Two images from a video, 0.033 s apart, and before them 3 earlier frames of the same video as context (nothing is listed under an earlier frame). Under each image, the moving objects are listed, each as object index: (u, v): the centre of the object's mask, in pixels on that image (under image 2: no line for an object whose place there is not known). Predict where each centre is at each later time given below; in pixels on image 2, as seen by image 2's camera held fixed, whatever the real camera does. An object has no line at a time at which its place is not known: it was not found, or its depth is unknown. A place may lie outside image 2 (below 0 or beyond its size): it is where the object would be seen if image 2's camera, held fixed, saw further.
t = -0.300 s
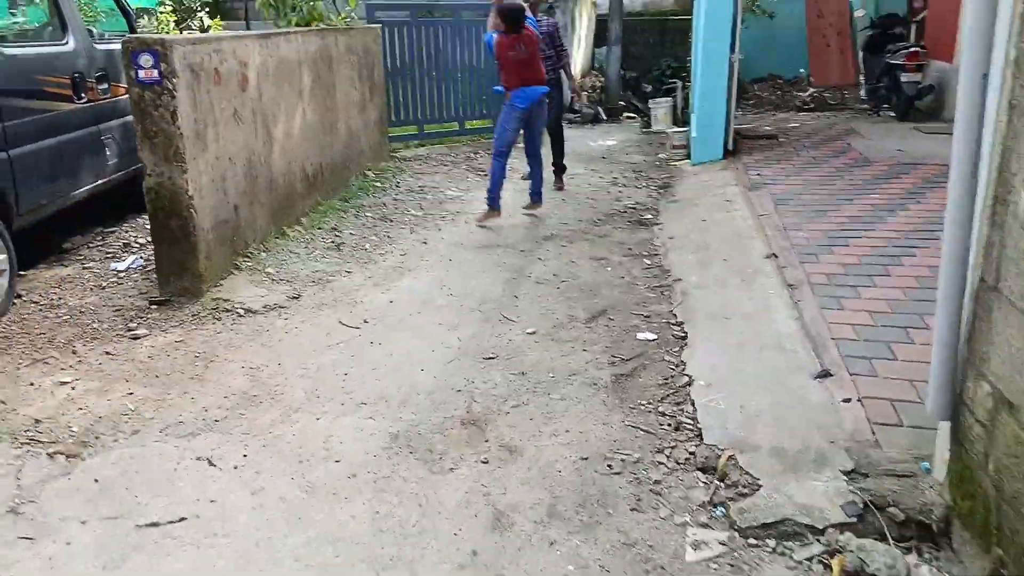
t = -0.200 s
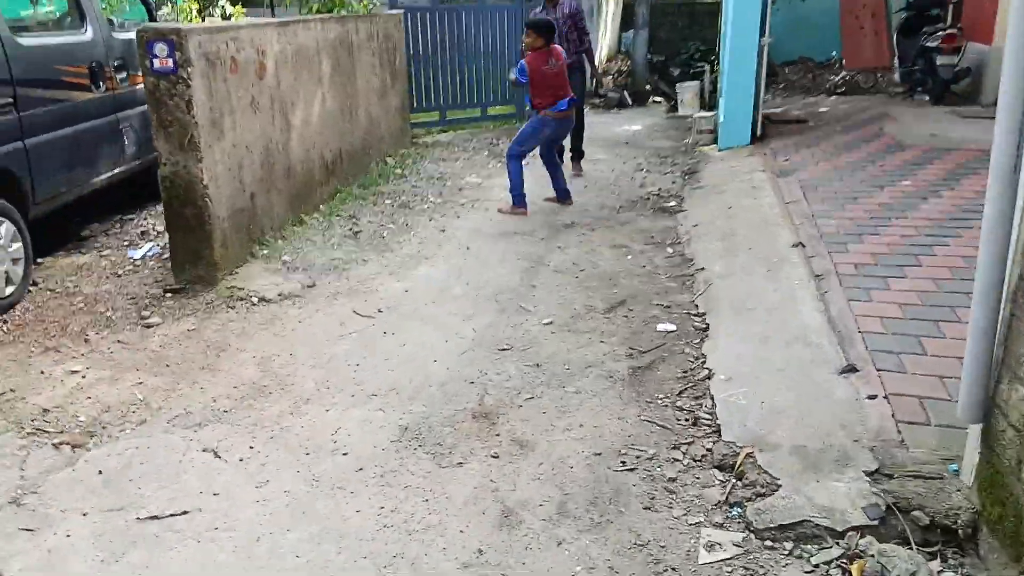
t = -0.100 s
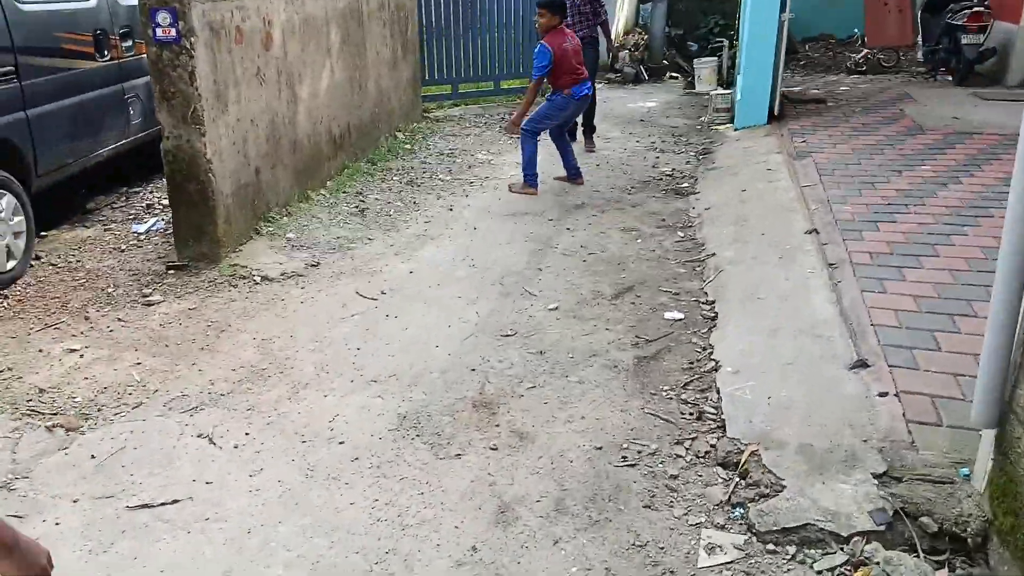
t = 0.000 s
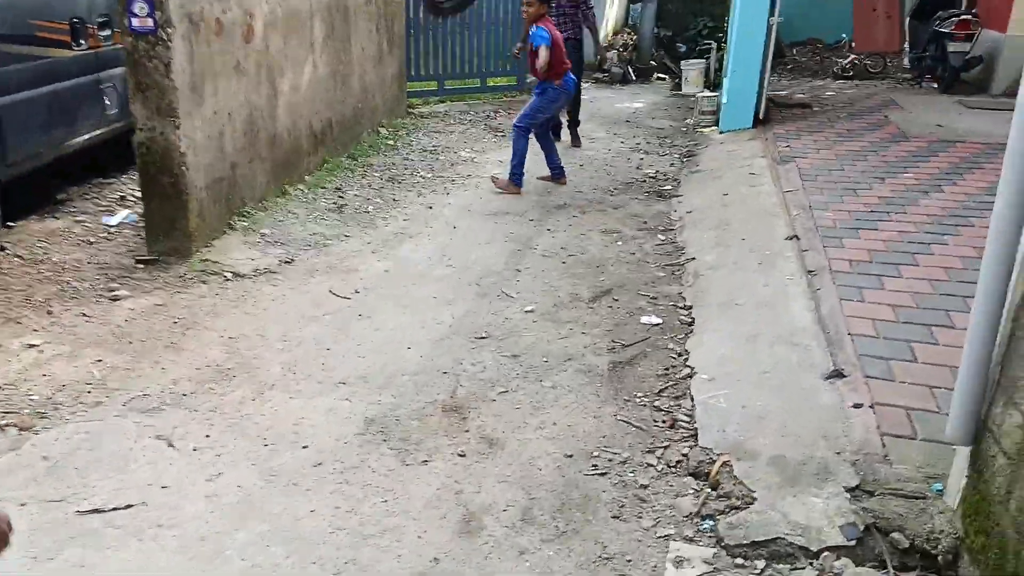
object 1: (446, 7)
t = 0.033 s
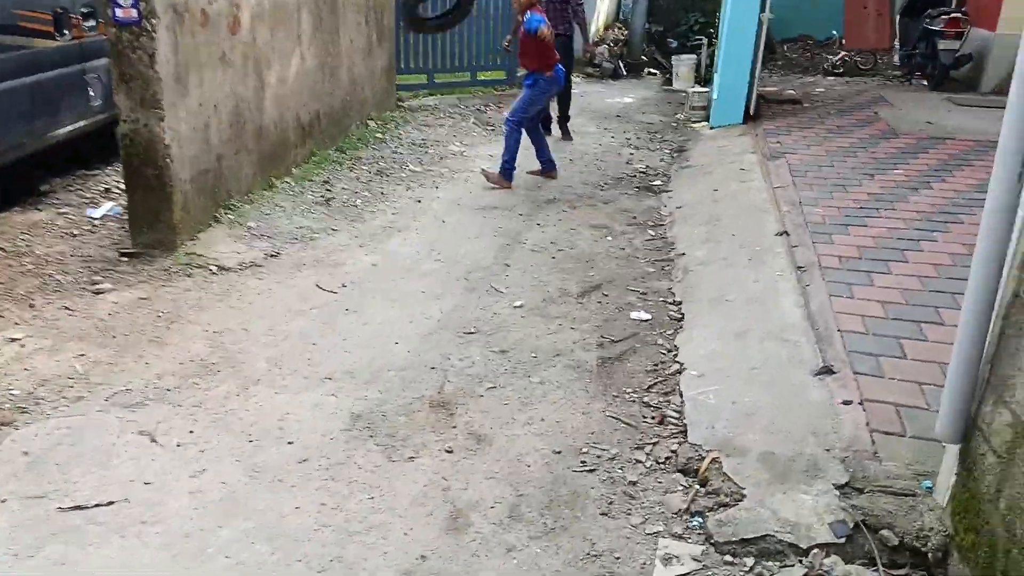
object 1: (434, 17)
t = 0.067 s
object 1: (429, 35)
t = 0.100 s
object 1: (423, 68)
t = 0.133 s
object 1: (416, 102)
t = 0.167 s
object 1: (412, 139)
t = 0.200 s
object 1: (408, 176)
